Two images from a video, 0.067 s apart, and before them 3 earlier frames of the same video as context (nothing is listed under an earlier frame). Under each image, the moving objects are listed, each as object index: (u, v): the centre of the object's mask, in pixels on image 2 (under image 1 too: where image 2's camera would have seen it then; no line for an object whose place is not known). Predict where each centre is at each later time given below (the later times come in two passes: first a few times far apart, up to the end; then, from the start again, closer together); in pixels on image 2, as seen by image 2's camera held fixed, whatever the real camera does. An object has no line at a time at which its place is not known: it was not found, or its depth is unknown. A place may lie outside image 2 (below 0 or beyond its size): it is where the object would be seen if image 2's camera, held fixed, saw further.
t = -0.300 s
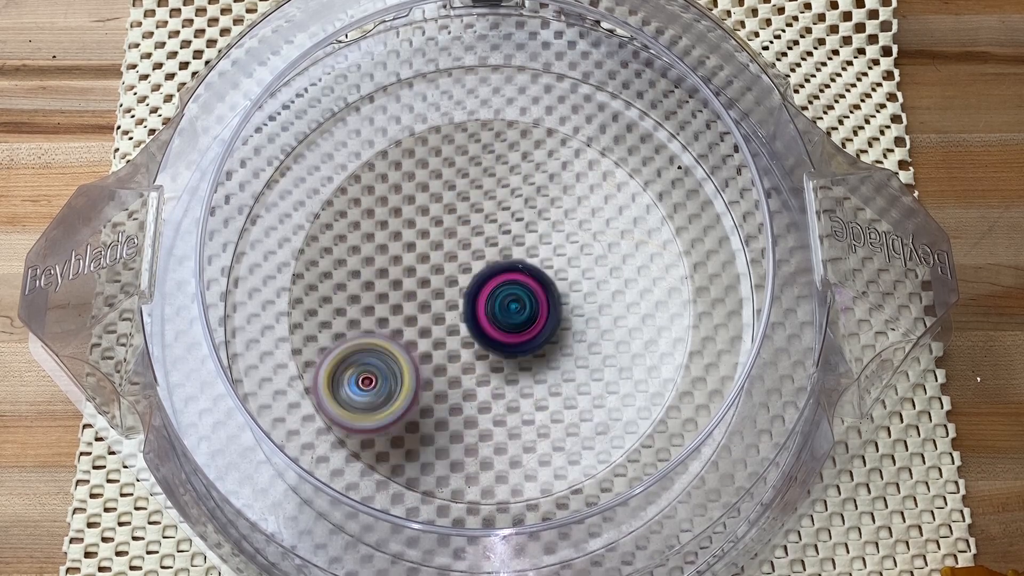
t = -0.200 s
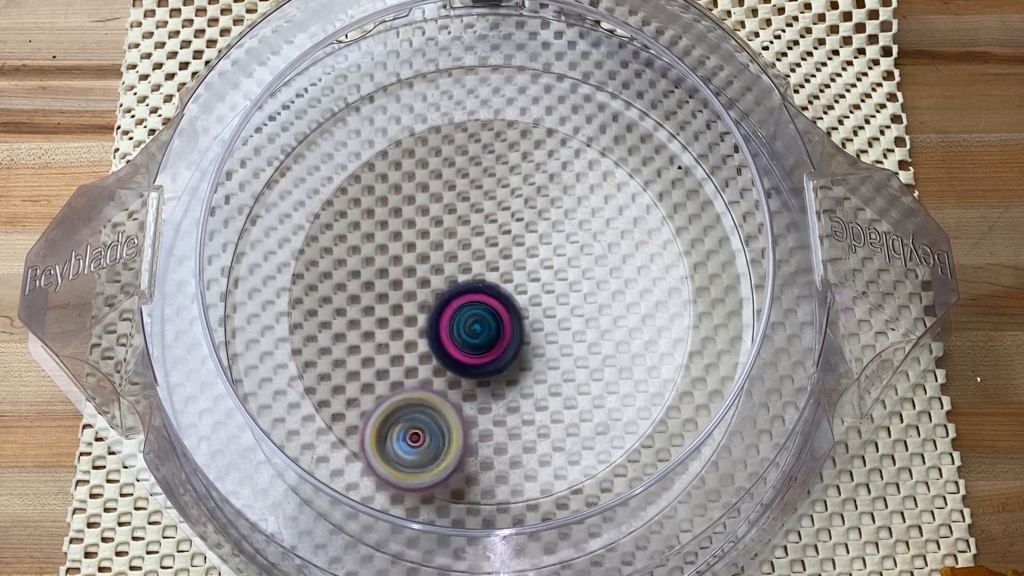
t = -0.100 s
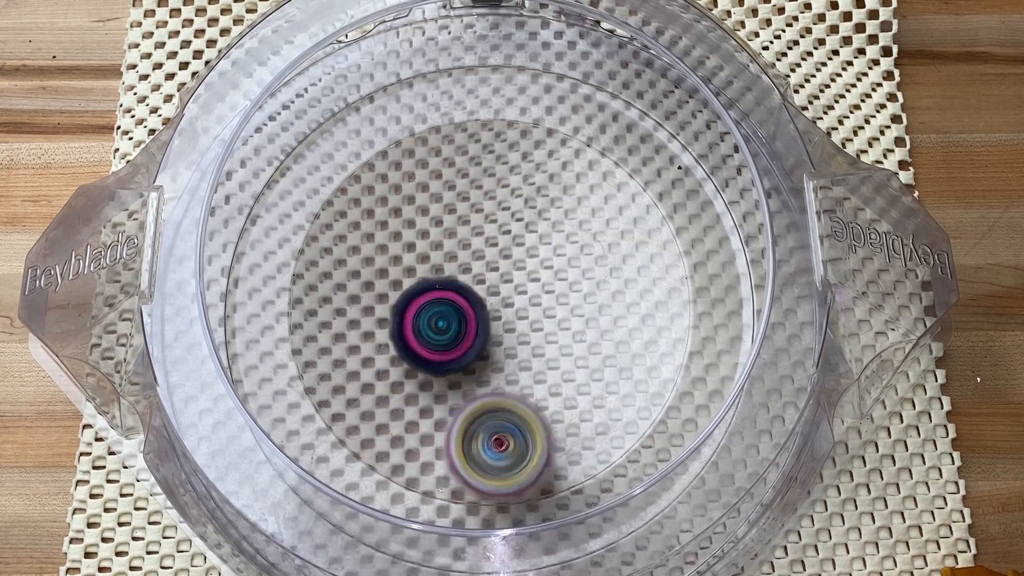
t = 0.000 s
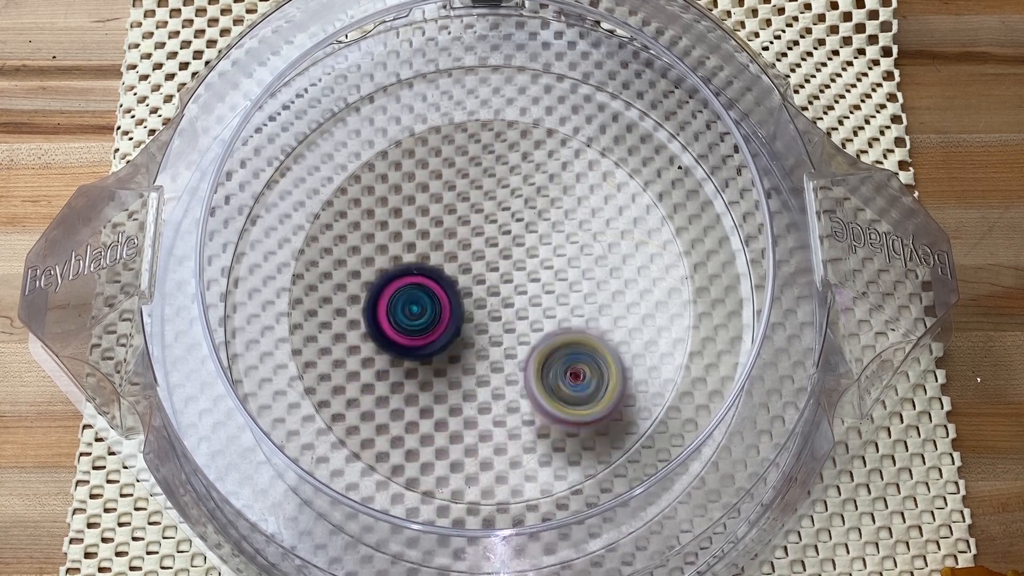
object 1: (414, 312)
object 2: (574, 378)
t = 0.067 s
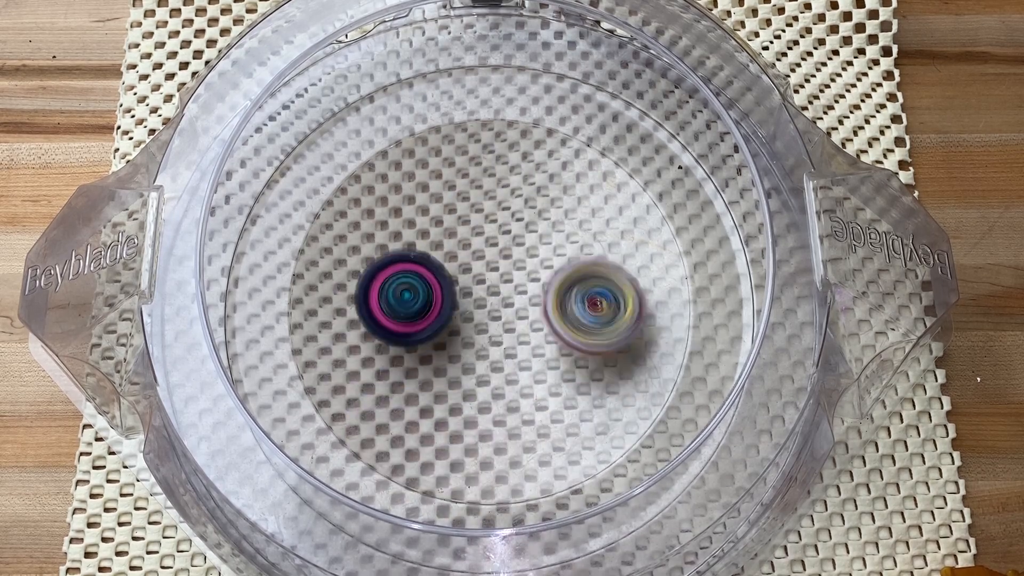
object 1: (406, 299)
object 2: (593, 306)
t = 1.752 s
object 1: (592, 363)
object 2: (502, 407)
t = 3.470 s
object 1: (512, 260)
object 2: (461, 336)
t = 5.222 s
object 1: (317, 339)
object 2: (587, 324)
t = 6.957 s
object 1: (563, 282)
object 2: (437, 275)
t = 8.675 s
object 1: (446, 327)
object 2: (546, 318)
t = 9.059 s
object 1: (452, 323)
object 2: (522, 246)
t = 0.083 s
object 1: (405, 296)
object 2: (594, 287)
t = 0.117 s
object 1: (404, 289)
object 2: (585, 249)
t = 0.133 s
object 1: (404, 287)
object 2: (579, 232)
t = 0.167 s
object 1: (407, 280)
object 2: (563, 198)
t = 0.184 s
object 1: (410, 278)
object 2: (554, 182)
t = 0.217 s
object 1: (416, 272)
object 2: (528, 158)
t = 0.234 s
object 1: (419, 269)
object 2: (515, 146)
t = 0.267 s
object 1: (426, 264)
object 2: (484, 126)
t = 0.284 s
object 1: (430, 262)
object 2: (467, 120)
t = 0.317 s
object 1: (439, 262)
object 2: (434, 110)
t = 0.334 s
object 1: (444, 261)
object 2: (418, 107)
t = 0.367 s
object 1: (454, 263)
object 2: (383, 104)
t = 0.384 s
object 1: (459, 265)
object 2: (369, 102)
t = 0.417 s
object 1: (468, 270)
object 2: (344, 95)
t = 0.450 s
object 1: (476, 278)
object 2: (326, 98)
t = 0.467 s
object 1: (479, 281)
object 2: (318, 103)
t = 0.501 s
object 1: (486, 290)
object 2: (306, 120)
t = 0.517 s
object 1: (489, 294)
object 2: (303, 129)
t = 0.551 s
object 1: (493, 304)
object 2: (297, 149)
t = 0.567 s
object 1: (494, 309)
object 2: (293, 156)
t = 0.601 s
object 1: (496, 319)
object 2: (288, 173)
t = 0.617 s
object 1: (497, 324)
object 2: (286, 178)
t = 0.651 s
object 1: (495, 334)
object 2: (279, 188)
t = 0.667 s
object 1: (493, 339)
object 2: (277, 192)
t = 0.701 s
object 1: (489, 346)
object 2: (273, 197)
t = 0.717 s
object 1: (487, 350)
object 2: (269, 199)
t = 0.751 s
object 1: (480, 356)
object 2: (268, 203)
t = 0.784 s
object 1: (474, 359)
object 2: (265, 205)
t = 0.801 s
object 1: (470, 360)
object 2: (266, 208)
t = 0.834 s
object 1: (464, 362)
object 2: (266, 207)
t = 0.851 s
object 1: (461, 362)
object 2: (265, 211)
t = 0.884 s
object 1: (456, 360)
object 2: (268, 212)
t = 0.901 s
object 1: (453, 359)
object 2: (268, 212)
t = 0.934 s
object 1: (450, 357)
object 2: (270, 214)
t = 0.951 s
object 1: (448, 356)
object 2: (272, 214)
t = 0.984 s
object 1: (444, 351)
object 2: (273, 216)
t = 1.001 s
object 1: (443, 349)
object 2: (276, 217)
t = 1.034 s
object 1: (442, 345)
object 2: (280, 216)
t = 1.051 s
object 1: (442, 342)
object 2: (283, 219)
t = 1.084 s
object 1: (443, 335)
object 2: (291, 220)
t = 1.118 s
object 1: (446, 330)
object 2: (296, 225)
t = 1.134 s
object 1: (447, 328)
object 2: (302, 228)
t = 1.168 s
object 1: (452, 322)
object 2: (317, 239)
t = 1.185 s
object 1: (455, 320)
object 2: (327, 247)
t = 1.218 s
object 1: (461, 317)
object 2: (348, 263)
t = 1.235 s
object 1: (464, 315)
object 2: (358, 275)
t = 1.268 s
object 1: (478, 313)
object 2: (377, 298)
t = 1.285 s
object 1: (487, 313)
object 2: (380, 307)
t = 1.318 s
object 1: (502, 315)
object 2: (400, 328)
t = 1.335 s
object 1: (509, 315)
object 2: (413, 336)
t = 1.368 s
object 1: (525, 318)
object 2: (430, 355)
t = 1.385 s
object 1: (533, 320)
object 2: (439, 362)
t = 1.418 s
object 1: (547, 325)
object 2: (459, 375)
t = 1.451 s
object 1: (559, 331)
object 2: (474, 382)
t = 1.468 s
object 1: (565, 331)
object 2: (473, 392)
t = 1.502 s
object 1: (580, 329)
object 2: (475, 409)
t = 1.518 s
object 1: (586, 329)
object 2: (472, 417)
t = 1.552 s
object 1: (590, 333)
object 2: (478, 429)
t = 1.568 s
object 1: (592, 336)
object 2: (477, 430)
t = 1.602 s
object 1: (593, 343)
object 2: (486, 434)
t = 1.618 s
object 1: (593, 345)
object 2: (488, 433)
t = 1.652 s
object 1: (593, 351)
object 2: (496, 435)
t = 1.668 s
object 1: (593, 354)
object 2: (498, 430)
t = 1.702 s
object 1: (593, 358)
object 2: (503, 425)
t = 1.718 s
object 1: (592, 361)
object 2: (506, 419)
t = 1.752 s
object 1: (592, 363)
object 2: (502, 407)
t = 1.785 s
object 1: (593, 361)
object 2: (490, 401)
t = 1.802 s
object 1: (592, 361)
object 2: (485, 397)
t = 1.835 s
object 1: (588, 362)
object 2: (473, 387)
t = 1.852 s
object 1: (586, 363)
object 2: (469, 383)
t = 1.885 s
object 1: (580, 363)
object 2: (462, 372)
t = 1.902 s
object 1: (575, 363)
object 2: (459, 369)
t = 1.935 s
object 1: (567, 361)
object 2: (452, 359)
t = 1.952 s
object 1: (564, 361)
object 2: (451, 356)
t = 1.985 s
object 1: (555, 358)
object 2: (446, 347)
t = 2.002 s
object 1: (551, 357)
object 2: (445, 345)
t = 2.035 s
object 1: (542, 353)
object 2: (443, 337)
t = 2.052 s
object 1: (539, 351)
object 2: (440, 335)
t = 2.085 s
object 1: (531, 347)
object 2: (434, 328)
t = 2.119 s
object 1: (548, 341)
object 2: (412, 322)
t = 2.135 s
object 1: (554, 337)
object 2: (398, 317)
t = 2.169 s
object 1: (560, 332)
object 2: (384, 312)
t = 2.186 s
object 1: (561, 331)
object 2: (374, 310)
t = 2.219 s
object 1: (560, 330)
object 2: (364, 304)
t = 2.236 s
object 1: (561, 330)
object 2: (356, 303)
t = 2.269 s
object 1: (559, 328)
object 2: (348, 301)
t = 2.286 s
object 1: (559, 327)
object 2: (343, 301)
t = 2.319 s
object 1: (557, 326)
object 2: (337, 300)
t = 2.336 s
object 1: (557, 323)
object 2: (335, 301)
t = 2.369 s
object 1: (554, 321)
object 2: (332, 302)
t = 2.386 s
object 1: (553, 319)
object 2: (332, 303)
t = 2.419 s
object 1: (550, 315)
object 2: (332, 305)
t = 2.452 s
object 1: (547, 311)
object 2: (337, 305)
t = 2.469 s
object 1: (546, 309)
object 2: (339, 308)
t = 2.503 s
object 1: (543, 304)
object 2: (348, 308)
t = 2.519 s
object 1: (541, 302)
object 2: (354, 309)
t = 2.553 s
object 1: (539, 296)
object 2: (365, 307)
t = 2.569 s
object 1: (537, 294)
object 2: (372, 307)
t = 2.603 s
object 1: (534, 288)
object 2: (386, 305)
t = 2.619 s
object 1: (533, 285)
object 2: (395, 303)
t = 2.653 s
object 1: (531, 279)
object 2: (411, 300)
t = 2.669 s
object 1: (529, 277)
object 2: (420, 297)
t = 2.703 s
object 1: (528, 271)
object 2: (437, 295)
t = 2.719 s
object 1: (532, 268)
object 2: (439, 291)
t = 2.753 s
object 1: (561, 256)
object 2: (421, 295)
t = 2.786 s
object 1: (579, 248)
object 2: (408, 298)
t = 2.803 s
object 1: (584, 247)
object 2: (403, 296)
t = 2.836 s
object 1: (587, 247)
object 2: (401, 299)
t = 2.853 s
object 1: (587, 247)
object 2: (400, 300)
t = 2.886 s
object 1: (588, 248)
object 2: (402, 299)
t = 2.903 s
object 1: (588, 248)
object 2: (406, 301)
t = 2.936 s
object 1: (588, 248)
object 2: (414, 302)
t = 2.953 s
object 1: (588, 249)
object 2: (421, 301)
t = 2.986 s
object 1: (587, 250)
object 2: (432, 302)
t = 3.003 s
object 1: (585, 250)
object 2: (438, 300)
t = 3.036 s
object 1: (582, 253)
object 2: (452, 299)
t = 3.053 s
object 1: (580, 253)
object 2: (457, 299)
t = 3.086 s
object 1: (575, 257)
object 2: (470, 294)
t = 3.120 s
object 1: (571, 259)
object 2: (481, 294)
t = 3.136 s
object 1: (570, 259)
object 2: (480, 296)
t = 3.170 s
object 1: (568, 258)
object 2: (474, 304)
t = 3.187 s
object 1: (565, 259)
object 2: (472, 309)
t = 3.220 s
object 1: (558, 261)
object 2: (467, 314)
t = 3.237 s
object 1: (554, 263)
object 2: (467, 314)
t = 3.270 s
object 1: (546, 265)
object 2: (467, 318)
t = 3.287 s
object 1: (545, 262)
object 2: (460, 321)
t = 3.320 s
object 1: (544, 260)
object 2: (453, 329)
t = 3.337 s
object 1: (541, 260)
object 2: (450, 335)
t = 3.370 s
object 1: (534, 261)
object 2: (448, 339)
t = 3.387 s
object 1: (531, 261)
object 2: (450, 339)
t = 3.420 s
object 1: (523, 262)
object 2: (452, 340)
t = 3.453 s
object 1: (516, 262)
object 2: (456, 339)
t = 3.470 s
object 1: (512, 260)
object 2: (461, 336)
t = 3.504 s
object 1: (506, 257)
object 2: (465, 340)
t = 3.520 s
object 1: (504, 256)
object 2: (466, 342)
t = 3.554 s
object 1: (498, 255)
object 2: (470, 342)
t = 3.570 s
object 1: (494, 254)
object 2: (475, 344)
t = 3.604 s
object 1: (486, 253)
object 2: (480, 343)
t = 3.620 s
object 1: (483, 251)
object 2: (484, 341)
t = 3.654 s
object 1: (476, 250)
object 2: (488, 339)
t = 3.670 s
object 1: (473, 248)
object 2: (488, 338)
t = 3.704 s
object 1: (468, 245)
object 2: (492, 334)
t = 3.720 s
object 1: (466, 245)
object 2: (493, 334)
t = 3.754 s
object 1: (461, 243)
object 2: (495, 329)
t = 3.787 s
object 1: (457, 240)
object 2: (495, 323)
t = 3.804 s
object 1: (454, 236)
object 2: (498, 324)
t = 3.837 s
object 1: (444, 223)
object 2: (505, 331)
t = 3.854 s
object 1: (441, 218)
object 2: (507, 332)
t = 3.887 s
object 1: (437, 214)
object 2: (513, 332)
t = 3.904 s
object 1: (436, 213)
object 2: (514, 333)
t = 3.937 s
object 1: (433, 211)
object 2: (517, 329)
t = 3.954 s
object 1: (432, 211)
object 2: (519, 326)
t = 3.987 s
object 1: (429, 209)
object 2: (519, 320)
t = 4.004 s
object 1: (428, 209)
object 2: (517, 315)
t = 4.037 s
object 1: (426, 210)
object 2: (516, 308)
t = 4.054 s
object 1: (425, 210)
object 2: (515, 307)
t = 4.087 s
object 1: (424, 211)
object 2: (511, 301)
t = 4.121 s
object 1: (424, 213)
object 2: (505, 297)
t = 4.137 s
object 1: (424, 213)
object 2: (503, 293)
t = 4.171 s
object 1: (424, 215)
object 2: (497, 291)
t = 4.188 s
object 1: (424, 217)
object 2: (491, 289)
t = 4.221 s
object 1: (423, 219)
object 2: (487, 290)
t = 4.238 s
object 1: (418, 214)
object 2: (490, 297)
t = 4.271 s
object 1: (409, 210)
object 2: (500, 310)
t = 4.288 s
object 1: (408, 210)
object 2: (506, 317)
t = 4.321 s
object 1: (407, 214)
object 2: (516, 324)
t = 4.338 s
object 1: (407, 216)
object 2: (522, 326)
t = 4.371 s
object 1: (406, 221)
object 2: (533, 328)
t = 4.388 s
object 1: (407, 223)
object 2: (538, 327)
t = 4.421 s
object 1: (408, 228)
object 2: (549, 323)
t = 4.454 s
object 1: (409, 233)
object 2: (557, 316)
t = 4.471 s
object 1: (411, 236)
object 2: (560, 311)
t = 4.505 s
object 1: (414, 242)
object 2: (561, 299)
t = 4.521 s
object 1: (415, 246)
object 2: (560, 293)
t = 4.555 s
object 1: (419, 254)
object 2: (552, 282)
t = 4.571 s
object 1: (422, 257)
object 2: (546, 278)
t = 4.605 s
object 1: (426, 265)
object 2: (532, 272)
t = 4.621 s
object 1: (429, 270)
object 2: (525, 270)
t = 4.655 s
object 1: (411, 276)
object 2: (530, 272)
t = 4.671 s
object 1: (399, 279)
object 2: (536, 273)
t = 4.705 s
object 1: (386, 284)
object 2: (543, 277)
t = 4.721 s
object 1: (381, 286)
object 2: (544, 280)
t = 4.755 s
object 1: (378, 290)
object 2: (542, 283)
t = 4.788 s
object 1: (375, 294)
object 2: (538, 284)
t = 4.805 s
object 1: (375, 296)
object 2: (535, 285)
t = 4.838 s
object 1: (373, 300)
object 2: (529, 287)
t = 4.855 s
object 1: (372, 303)
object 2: (526, 289)
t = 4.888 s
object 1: (371, 307)
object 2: (519, 292)
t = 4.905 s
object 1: (370, 308)
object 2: (514, 295)
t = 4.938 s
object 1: (370, 312)
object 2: (507, 301)
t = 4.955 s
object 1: (371, 314)
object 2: (505, 302)
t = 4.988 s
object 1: (372, 318)
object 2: (498, 308)
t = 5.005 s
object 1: (372, 321)
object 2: (494, 313)
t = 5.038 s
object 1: (375, 326)
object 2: (489, 319)
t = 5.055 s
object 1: (377, 327)
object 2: (487, 320)
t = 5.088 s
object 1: (380, 331)
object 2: (484, 326)
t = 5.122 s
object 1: (367, 334)
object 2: (500, 333)
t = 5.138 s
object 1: (351, 335)
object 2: (519, 333)
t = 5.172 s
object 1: (328, 338)
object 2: (552, 331)
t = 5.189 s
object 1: (321, 338)
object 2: (566, 328)
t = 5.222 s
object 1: (317, 339)
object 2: (587, 324)
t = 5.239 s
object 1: (318, 340)
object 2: (595, 323)
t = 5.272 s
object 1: (320, 340)
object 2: (606, 316)
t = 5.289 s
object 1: (321, 341)
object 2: (611, 312)
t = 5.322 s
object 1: (324, 342)
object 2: (619, 303)
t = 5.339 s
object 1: (327, 343)
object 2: (622, 299)
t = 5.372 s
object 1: (333, 344)
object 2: (628, 291)
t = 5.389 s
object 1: (336, 343)
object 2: (631, 286)
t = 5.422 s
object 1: (343, 343)
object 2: (632, 276)
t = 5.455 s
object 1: (351, 343)
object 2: (628, 265)
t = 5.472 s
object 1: (355, 343)
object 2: (624, 261)
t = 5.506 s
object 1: (365, 343)
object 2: (615, 254)
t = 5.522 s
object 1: (369, 342)
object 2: (608, 250)
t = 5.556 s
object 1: (380, 341)
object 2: (593, 247)
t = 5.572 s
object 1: (386, 341)
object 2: (585, 246)
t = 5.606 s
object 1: (398, 339)
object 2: (569, 248)
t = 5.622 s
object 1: (405, 338)
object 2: (561, 249)
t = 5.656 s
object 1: (420, 337)
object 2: (545, 250)
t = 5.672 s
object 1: (428, 336)
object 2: (534, 252)
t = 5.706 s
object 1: (445, 335)
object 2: (518, 258)
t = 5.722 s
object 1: (452, 336)
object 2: (512, 259)
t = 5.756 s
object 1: (455, 350)
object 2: (512, 244)
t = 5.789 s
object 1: (462, 360)
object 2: (508, 239)
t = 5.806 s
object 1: (466, 363)
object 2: (507, 235)
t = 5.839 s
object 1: (473, 366)
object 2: (499, 233)
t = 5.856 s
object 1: (477, 366)
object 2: (495, 235)
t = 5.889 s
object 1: (483, 367)
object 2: (487, 237)
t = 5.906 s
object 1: (486, 367)
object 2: (482, 240)
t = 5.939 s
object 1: (493, 368)
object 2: (473, 244)
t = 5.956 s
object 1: (496, 368)
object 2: (467, 246)
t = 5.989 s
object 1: (502, 368)
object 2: (459, 254)
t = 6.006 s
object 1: (504, 368)
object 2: (454, 255)
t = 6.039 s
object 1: (509, 367)
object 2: (446, 265)
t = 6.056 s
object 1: (511, 366)
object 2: (444, 269)
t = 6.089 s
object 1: (516, 366)
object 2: (438, 278)
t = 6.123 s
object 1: (520, 364)
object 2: (436, 289)
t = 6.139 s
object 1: (523, 363)
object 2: (436, 294)
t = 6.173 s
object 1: (527, 362)
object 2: (437, 304)
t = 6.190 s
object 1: (529, 360)
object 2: (439, 309)
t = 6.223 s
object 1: (536, 359)
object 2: (442, 319)
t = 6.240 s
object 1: (539, 358)
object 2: (443, 322)
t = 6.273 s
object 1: (544, 355)
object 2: (448, 329)
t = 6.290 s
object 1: (549, 354)
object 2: (450, 334)
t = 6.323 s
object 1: (557, 352)
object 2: (455, 338)
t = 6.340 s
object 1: (564, 351)
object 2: (455, 338)
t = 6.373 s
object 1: (574, 348)
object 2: (459, 343)
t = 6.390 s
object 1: (578, 347)
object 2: (464, 343)
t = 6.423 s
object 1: (583, 344)
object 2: (472, 344)
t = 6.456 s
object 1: (588, 342)
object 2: (483, 343)
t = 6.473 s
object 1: (590, 339)
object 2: (489, 340)
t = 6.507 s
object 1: (596, 336)
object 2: (492, 333)
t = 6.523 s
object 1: (598, 334)
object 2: (494, 330)
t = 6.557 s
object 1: (600, 331)
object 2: (495, 320)
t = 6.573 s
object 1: (601, 329)
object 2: (494, 317)
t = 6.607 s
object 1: (603, 326)
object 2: (492, 306)
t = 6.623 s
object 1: (603, 324)
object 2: (490, 302)
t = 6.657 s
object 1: (603, 321)
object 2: (487, 293)
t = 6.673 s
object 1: (603, 319)
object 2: (483, 289)
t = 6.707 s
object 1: (602, 315)
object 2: (479, 282)
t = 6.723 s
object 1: (602, 314)
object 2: (475, 278)
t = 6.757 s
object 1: (599, 310)
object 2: (469, 273)
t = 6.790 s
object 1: (596, 305)
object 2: (464, 268)
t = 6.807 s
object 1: (594, 303)
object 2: (459, 265)
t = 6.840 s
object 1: (588, 299)
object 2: (454, 265)
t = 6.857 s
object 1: (585, 297)
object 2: (452, 263)
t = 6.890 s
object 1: (578, 292)
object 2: (445, 266)
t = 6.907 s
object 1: (575, 290)
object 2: (443, 267)
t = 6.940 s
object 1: (566, 285)
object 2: (438, 271)
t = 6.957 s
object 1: (563, 282)
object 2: (437, 275)
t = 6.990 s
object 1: (555, 278)
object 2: (438, 283)
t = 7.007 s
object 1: (550, 275)
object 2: (439, 288)
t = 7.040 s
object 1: (542, 270)
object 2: (445, 296)
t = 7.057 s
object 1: (538, 267)
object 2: (448, 301)
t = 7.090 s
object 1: (535, 261)
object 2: (450, 309)
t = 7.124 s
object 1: (538, 247)
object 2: (442, 329)
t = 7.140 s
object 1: (538, 241)
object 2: (440, 336)
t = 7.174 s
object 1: (537, 233)
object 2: (439, 350)
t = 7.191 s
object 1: (536, 229)
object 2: (440, 356)
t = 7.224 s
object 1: (531, 224)
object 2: (446, 362)
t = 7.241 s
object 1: (528, 224)
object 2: (449, 367)
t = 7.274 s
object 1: (523, 223)
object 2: (459, 372)
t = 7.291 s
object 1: (520, 223)
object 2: (462, 372)
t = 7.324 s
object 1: (514, 222)
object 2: (473, 378)
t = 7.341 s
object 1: (511, 223)
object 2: (479, 378)
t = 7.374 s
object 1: (505, 224)
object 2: (489, 378)
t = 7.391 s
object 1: (502, 225)
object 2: (496, 376)
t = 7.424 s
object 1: (496, 226)
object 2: (505, 370)
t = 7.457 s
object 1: (490, 228)
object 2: (515, 364)
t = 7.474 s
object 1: (487, 229)
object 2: (519, 357)
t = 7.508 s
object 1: (481, 232)
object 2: (524, 348)
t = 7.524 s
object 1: (479, 233)
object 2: (527, 341)
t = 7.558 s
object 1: (473, 236)
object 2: (529, 329)
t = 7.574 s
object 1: (471, 238)
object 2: (531, 324)
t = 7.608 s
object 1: (465, 241)
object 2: (530, 311)
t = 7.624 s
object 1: (463, 243)
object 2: (531, 307)
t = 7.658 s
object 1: (458, 243)
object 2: (531, 299)
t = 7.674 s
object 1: (457, 243)
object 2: (534, 298)
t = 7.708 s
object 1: (449, 242)
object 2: (541, 296)
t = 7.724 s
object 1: (447, 244)
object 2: (543, 294)
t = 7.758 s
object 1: (445, 248)
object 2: (545, 287)
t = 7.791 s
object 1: (443, 253)
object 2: (545, 279)
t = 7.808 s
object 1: (442, 256)
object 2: (546, 276)
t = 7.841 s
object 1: (441, 262)
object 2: (544, 267)
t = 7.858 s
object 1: (440, 265)
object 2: (542, 264)
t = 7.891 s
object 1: (439, 271)
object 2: (535, 258)
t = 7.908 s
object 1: (438, 273)
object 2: (531, 256)
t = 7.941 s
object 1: (423, 277)
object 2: (532, 255)
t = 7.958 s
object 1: (412, 277)
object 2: (534, 256)
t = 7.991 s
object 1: (399, 281)
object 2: (537, 261)
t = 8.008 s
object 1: (394, 282)
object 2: (534, 264)
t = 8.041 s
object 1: (390, 285)
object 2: (531, 268)
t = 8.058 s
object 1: (388, 286)
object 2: (528, 270)
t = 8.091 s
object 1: (384, 290)
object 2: (522, 276)
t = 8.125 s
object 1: (382, 293)
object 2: (515, 282)
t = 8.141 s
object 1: (382, 295)
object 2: (512, 286)
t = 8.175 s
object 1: (381, 299)
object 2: (506, 293)
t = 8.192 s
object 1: (381, 301)
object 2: (504, 296)
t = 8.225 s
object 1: (381, 304)
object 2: (499, 303)
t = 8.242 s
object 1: (382, 305)
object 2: (495, 306)
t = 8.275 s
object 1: (383, 308)
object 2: (492, 312)
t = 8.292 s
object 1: (385, 310)
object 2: (488, 316)
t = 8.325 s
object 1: (386, 313)
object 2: (488, 321)
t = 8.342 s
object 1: (387, 314)
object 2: (487, 324)
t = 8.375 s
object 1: (391, 317)
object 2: (491, 326)
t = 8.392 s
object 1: (392, 319)
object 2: (492, 329)
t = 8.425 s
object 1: (396, 322)
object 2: (501, 333)
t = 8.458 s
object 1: (398, 324)
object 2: (511, 338)
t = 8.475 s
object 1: (400, 326)
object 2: (518, 337)
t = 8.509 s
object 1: (406, 326)
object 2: (527, 338)
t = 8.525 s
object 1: (410, 327)
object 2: (529, 337)
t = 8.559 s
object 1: (417, 327)
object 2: (535, 333)
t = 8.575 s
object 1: (421, 327)
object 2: (537, 333)
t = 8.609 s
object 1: (430, 328)
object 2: (542, 329)
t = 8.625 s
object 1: (433, 327)
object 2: (544, 326)
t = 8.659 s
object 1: (442, 327)
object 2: (547, 321)
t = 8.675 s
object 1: (446, 327)
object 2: (546, 318)
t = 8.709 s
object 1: (450, 327)
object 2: (548, 311)
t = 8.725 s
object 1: (448, 327)
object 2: (554, 308)
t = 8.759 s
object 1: (448, 327)
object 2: (558, 298)
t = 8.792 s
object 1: (452, 325)
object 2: (559, 292)
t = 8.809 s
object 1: (453, 323)
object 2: (559, 288)
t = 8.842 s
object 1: (457, 322)
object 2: (554, 282)
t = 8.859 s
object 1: (459, 320)
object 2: (549, 278)
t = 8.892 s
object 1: (459, 320)
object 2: (545, 271)
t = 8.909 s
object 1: (458, 320)
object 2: (545, 269)
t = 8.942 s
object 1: (458, 321)
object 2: (538, 265)
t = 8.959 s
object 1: (456, 323)
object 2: (536, 261)
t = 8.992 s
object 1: (455, 324)
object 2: (532, 255)
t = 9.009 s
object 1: (455, 323)
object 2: (528, 254)
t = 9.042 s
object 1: (454, 323)
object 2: (522, 250)
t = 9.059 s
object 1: (452, 323)
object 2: (522, 246)
